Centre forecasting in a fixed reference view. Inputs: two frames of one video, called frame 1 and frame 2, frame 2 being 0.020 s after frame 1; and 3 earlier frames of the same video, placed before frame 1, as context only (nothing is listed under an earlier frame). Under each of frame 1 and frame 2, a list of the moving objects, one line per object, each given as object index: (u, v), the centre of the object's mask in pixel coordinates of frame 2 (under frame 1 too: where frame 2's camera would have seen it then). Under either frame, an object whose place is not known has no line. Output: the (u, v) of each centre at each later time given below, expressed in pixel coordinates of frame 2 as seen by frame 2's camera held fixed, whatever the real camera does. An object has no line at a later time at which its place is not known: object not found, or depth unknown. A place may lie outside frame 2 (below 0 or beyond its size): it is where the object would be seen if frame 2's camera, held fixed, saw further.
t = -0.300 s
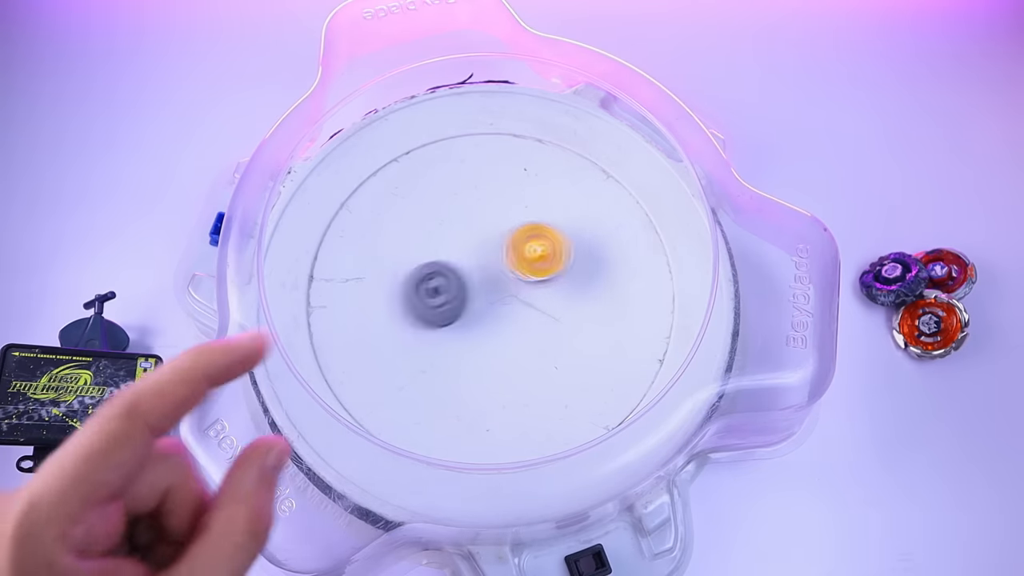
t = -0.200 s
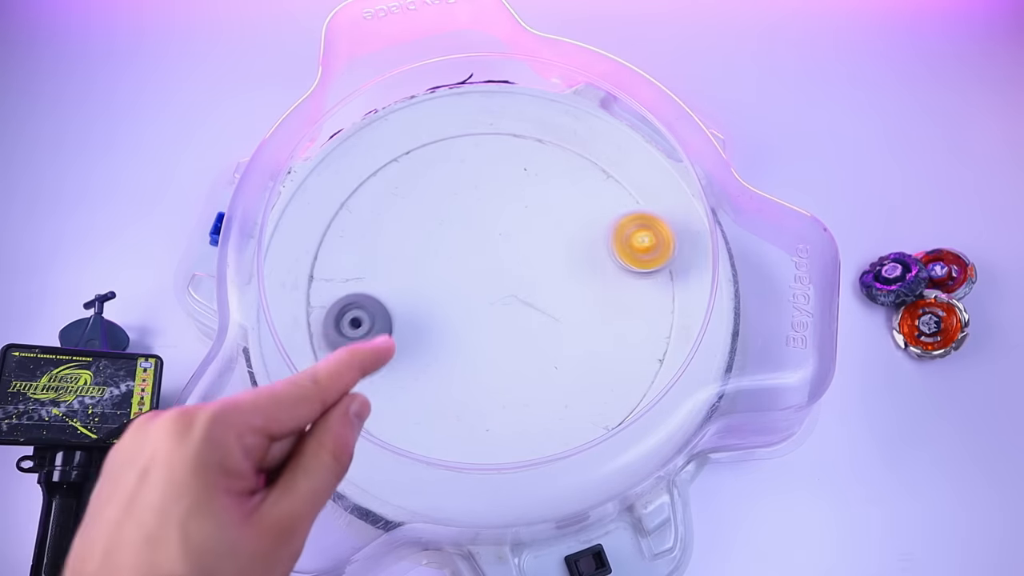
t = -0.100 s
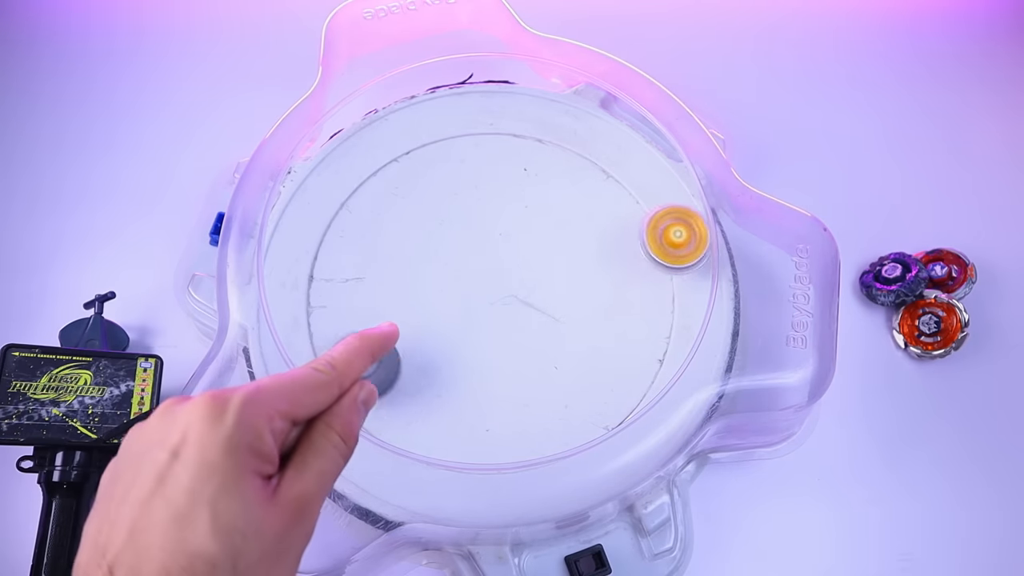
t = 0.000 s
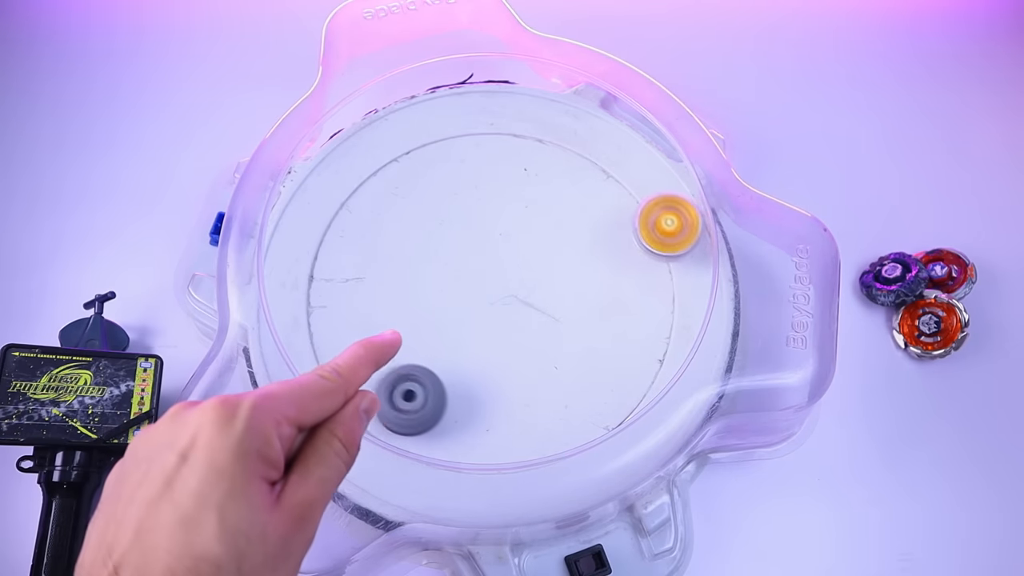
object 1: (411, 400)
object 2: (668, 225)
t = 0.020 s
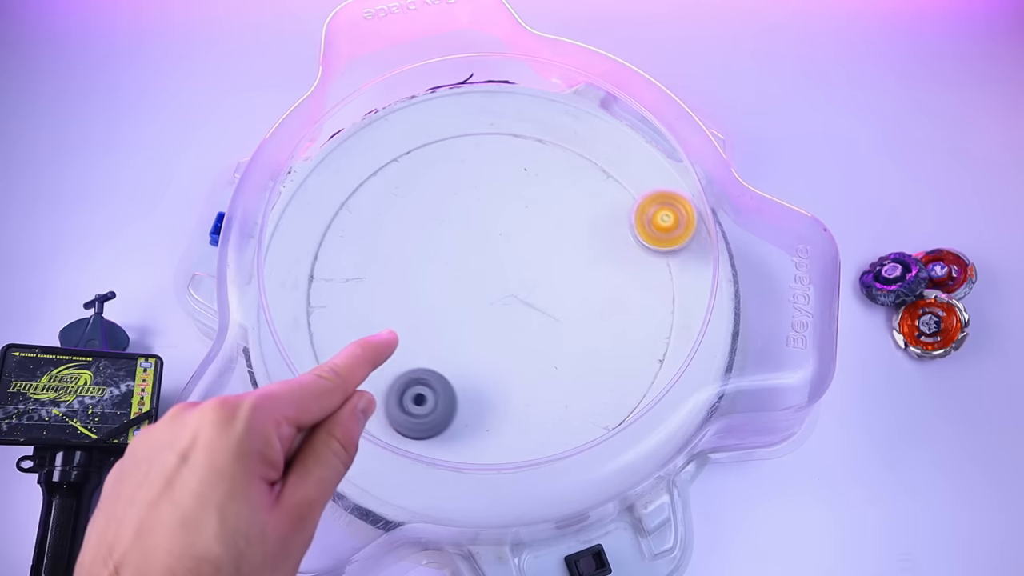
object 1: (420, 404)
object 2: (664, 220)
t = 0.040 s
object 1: (431, 407)
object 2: (658, 216)
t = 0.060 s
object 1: (442, 409)
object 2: (649, 211)
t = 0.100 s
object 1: (464, 409)
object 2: (628, 202)
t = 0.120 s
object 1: (474, 407)
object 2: (617, 197)
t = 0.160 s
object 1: (497, 401)
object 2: (595, 189)
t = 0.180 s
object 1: (507, 398)
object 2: (585, 185)
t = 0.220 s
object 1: (525, 389)
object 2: (565, 183)
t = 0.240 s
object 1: (533, 384)
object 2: (555, 184)
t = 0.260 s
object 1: (539, 380)
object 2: (546, 187)
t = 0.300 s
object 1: (553, 371)
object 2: (529, 197)
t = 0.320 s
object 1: (559, 366)
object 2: (520, 203)
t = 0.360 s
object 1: (570, 355)
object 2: (506, 217)
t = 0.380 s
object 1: (575, 349)
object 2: (499, 225)
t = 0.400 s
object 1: (579, 342)
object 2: (494, 234)
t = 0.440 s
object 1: (586, 327)
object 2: (487, 254)
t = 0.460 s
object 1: (589, 319)
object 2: (486, 264)
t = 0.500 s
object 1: (591, 305)
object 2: (488, 284)
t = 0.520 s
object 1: (592, 298)
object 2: (489, 294)
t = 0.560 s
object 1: (592, 284)
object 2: (490, 313)
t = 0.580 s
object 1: (592, 277)
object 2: (492, 322)
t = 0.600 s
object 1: (591, 270)
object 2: (495, 329)
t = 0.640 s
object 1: (588, 257)
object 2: (501, 344)
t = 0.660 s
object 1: (586, 251)
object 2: (507, 350)
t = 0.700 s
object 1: (582, 240)
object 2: (520, 360)
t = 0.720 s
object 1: (579, 234)
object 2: (528, 364)
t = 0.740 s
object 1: (575, 229)
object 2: (536, 367)
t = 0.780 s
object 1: (568, 219)
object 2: (551, 373)
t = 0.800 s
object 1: (564, 215)
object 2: (559, 373)
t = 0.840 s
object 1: (554, 206)
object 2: (573, 369)
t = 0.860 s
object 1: (549, 203)
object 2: (577, 365)
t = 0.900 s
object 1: (538, 197)
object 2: (580, 355)
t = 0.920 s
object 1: (533, 195)
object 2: (580, 349)
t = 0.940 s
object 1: (527, 193)
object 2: (579, 345)
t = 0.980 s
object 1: (516, 190)
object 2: (573, 335)
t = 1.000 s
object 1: (510, 190)
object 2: (570, 332)
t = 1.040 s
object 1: (498, 190)
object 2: (562, 323)
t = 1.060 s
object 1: (493, 190)
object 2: (559, 321)
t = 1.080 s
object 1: (487, 191)
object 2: (555, 317)
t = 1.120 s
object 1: (476, 195)
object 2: (548, 313)
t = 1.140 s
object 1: (471, 197)
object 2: (546, 312)
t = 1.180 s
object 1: (462, 202)
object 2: (542, 311)
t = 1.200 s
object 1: (458, 205)
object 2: (541, 312)
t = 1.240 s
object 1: (451, 212)
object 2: (537, 314)
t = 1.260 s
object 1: (448, 215)
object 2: (536, 315)
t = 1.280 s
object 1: (445, 219)
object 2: (534, 317)
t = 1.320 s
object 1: (439, 227)
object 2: (530, 320)
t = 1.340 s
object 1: (436, 232)
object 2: (529, 322)
